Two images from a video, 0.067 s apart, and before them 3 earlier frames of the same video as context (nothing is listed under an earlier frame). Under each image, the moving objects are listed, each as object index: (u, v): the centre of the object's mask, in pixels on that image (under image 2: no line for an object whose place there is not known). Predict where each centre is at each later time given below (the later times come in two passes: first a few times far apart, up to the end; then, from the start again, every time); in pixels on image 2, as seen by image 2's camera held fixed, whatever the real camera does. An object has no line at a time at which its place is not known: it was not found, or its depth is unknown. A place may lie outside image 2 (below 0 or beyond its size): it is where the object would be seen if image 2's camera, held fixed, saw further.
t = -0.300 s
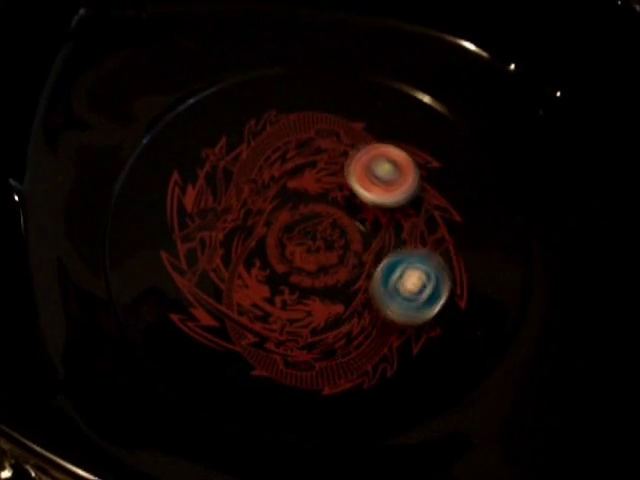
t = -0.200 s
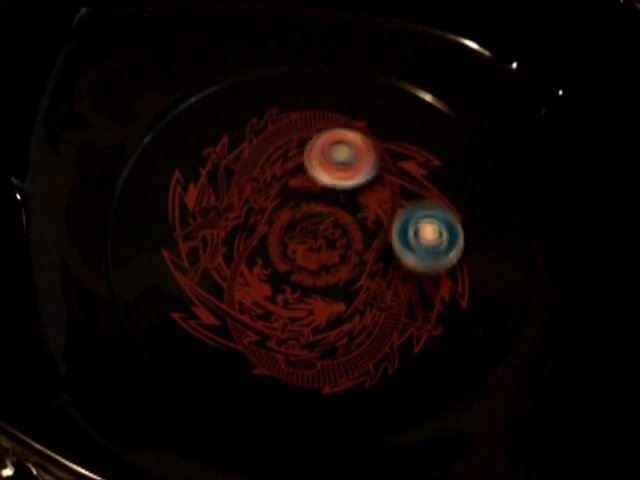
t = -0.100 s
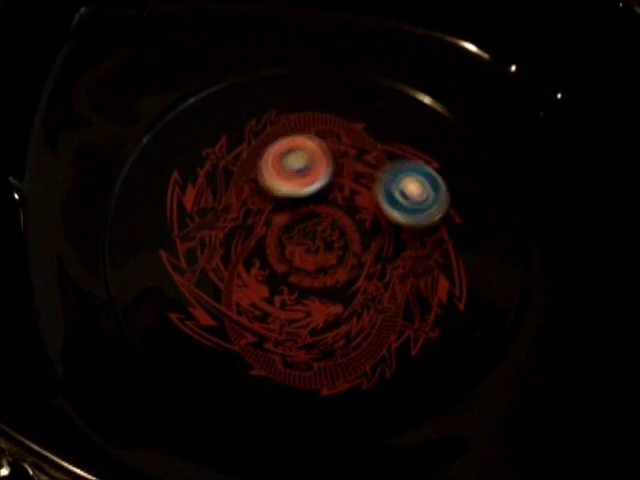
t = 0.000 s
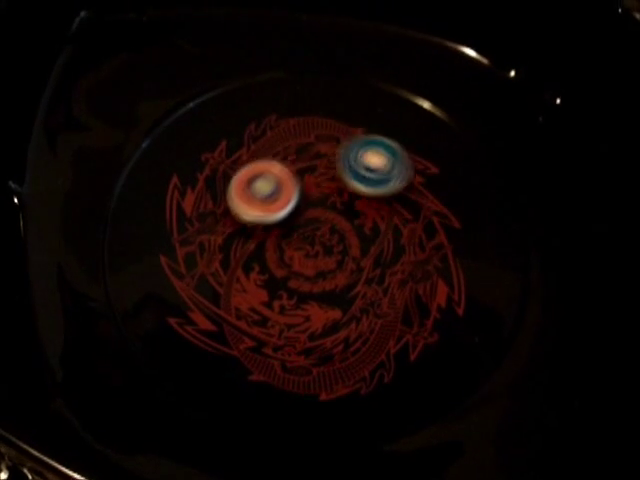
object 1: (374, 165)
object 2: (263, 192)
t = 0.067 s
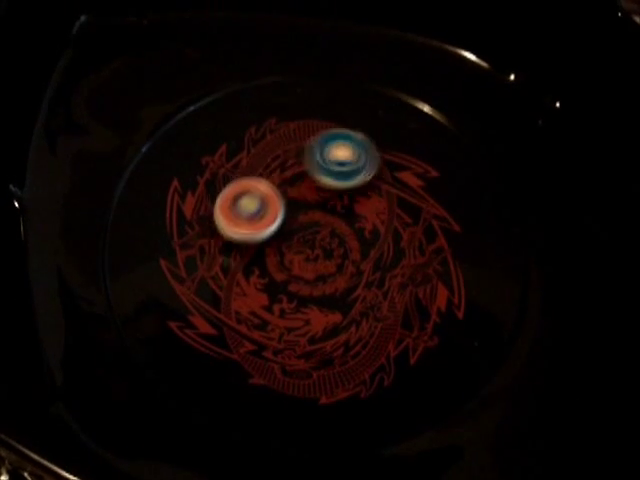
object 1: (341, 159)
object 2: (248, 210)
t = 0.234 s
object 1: (262, 178)
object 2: (229, 260)
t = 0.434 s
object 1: (227, 261)
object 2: (290, 326)
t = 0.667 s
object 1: (318, 341)
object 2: (399, 298)
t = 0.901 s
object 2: (401, 203)
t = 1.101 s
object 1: (399, 193)
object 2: (323, 169)
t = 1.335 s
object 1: (328, 168)
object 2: (202, 215)
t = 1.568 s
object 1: (308, 205)
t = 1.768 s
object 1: (318, 227)
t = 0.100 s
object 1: (324, 157)
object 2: (242, 217)
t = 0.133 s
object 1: (307, 159)
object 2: (236, 225)
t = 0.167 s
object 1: (289, 163)
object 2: (232, 235)
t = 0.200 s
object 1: (275, 169)
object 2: (229, 247)
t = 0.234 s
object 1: (262, 178)
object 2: (229, 260)
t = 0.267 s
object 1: (250, 188)
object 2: (232, 274)
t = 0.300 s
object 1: (240, 201)
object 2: (238, 288)
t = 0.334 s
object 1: (233, 215)
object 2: (248, 300)
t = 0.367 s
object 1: (228, 229)
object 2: (260, 311)
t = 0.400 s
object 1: (226, 245)
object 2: (274, 320)
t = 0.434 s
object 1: (227, 261)
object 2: (290, 326)
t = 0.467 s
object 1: (232, 277)
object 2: (307, 330)
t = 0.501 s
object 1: (239, 292)
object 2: (325, 332)
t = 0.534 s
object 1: (250, 307)
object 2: (343, 330)
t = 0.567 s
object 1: (264, 319)
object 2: (359, 326)
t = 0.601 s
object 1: (280, 329)
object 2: (374, 319)
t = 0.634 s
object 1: (299, 337)
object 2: (387, 309)
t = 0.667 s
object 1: (318, 341)
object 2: (399, 298)
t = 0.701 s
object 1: (338, 341)
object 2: (408, 286)
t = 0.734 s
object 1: (358, 338)
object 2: (414, 272)
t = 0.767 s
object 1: (376, 332)
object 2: (417, 259)
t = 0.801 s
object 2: (417, 244)
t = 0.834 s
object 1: (407, 311)
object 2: (415, 230)
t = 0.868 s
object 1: (418, 297)
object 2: (409, 216)
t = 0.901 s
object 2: (401, 203)
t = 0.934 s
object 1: (429, 265)
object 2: (392, 192)
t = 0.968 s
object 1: (430, 249)
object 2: (381, 184)
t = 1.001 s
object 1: (427, 234)
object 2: (367, 177)
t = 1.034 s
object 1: (421, 218)
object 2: (354, 172)
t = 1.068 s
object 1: (411, 204)
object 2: (339, 169)
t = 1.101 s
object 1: (399, 193)
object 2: (323, 169)
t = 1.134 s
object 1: (387, 183)
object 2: (309, 171)
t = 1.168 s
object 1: (371, 176)
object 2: (296, 175)
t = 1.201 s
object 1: (356, 171)
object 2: (280, 181)
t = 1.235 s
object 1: (353, 168)
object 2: (256, 187)
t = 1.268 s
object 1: (347, 166)
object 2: (233, 195)
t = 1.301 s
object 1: (339, 166)
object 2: (215, 204)
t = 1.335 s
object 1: (328, 168)
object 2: (202, 215)
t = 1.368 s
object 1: (317, 173)
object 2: (194, 228)
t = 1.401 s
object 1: (310, 178)
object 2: (191, 242)
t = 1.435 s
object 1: (305, 184)
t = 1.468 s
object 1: (305, 189)
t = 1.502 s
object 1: (305, 195)
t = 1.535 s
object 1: (306, 200)
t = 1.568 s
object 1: (308, 205)
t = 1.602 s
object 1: (309, 208)
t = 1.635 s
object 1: (311, 212)
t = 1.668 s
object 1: (312, 216)
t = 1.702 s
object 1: (314, 219)
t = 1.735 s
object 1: (316, 223)
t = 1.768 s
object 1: (318, 227)
